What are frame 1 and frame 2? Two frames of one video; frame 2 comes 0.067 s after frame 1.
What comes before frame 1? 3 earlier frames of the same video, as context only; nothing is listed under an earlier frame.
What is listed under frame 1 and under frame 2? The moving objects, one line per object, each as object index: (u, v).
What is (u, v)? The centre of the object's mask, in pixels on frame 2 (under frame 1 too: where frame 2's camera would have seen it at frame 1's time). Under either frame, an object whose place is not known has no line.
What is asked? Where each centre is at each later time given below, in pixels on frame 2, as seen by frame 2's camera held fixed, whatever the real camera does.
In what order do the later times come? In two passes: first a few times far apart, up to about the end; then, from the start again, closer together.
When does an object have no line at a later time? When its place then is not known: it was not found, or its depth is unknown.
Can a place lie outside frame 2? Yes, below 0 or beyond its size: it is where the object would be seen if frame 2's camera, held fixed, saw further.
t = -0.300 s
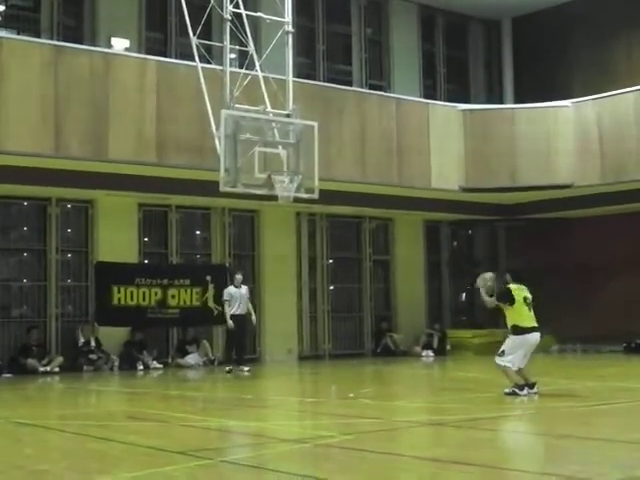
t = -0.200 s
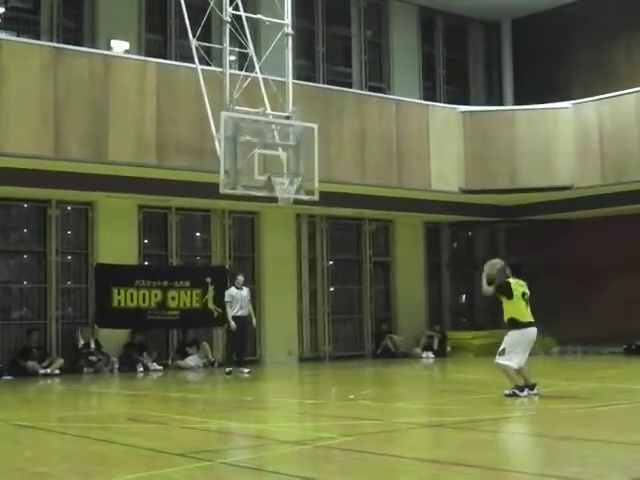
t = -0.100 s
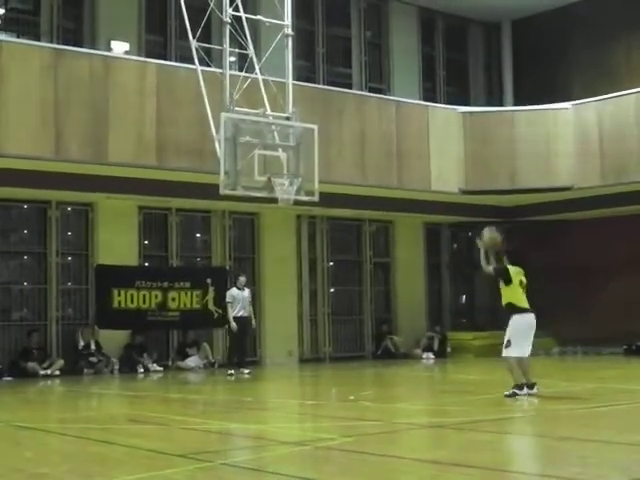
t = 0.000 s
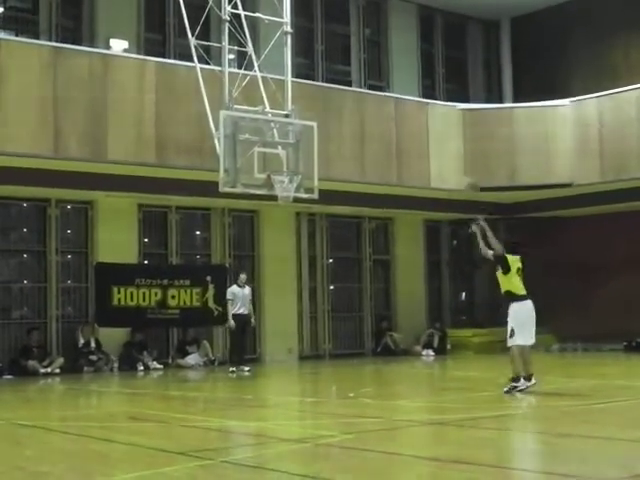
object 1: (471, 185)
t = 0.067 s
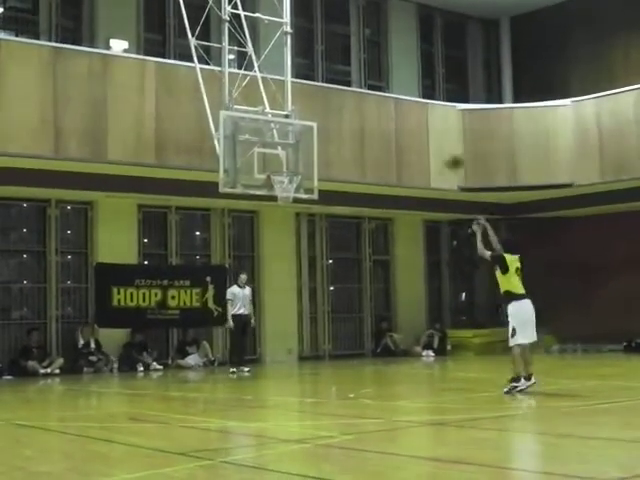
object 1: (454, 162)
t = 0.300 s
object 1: (405, 98)
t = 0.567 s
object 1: (360, 80)
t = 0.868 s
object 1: (315, 116)
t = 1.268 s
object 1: (259, 147)
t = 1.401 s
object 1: (240, 141)
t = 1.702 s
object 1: (192, 184)
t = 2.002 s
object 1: (141, 305)
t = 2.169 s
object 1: (114, 370)
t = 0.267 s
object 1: (411, 104)
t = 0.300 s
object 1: (405, 98)
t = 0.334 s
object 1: (398, 92)
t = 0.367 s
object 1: (393, 88)
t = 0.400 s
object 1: (386, 85)
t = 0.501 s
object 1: (373, 82)
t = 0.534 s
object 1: (364, 80)
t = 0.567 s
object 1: (360, 80)
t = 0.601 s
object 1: (354, 81)
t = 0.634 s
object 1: (348, 82)
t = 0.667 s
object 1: (344, 84)
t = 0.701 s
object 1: (339, 87)
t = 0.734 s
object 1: (333, 93)
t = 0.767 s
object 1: (330, 98)
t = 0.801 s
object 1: (324, 104)
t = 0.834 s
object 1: (319, 107)
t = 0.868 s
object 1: (315, 116)
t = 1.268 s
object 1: (259, 147)
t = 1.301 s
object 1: (255, 145)
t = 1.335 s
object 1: (249, 142)
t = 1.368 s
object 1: (245, 143)
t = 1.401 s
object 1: (240, 141)
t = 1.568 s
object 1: (215, 157)
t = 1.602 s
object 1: (210, 163)
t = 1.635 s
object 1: (203, 170)
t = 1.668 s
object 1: (198, 179)
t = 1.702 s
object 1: (192, 184)
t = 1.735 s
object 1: (186, 193)
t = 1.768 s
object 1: (181, 204)
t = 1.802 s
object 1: (176, 213)
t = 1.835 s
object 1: (170, 229)
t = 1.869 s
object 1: (164, 241)
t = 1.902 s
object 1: (158, 256)
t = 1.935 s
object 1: (152, 271)
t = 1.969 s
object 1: (147, 281)
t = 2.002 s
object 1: (141, 305)
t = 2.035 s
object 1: (136, 323)
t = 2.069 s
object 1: (130, 342)
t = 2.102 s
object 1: (124, 361)
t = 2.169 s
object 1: (114, 370)
